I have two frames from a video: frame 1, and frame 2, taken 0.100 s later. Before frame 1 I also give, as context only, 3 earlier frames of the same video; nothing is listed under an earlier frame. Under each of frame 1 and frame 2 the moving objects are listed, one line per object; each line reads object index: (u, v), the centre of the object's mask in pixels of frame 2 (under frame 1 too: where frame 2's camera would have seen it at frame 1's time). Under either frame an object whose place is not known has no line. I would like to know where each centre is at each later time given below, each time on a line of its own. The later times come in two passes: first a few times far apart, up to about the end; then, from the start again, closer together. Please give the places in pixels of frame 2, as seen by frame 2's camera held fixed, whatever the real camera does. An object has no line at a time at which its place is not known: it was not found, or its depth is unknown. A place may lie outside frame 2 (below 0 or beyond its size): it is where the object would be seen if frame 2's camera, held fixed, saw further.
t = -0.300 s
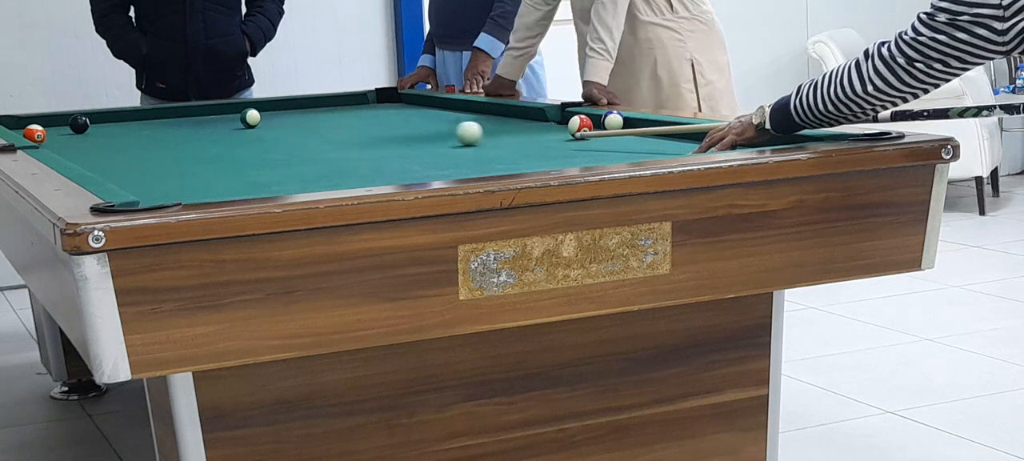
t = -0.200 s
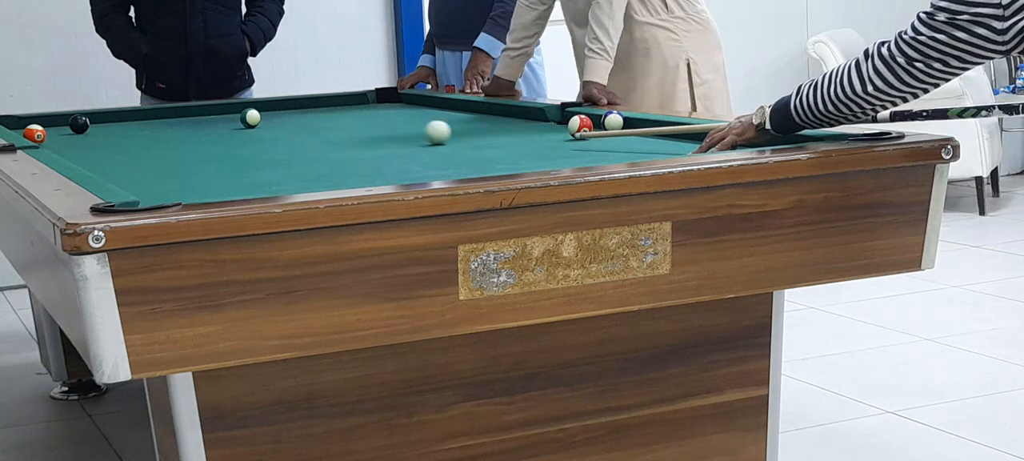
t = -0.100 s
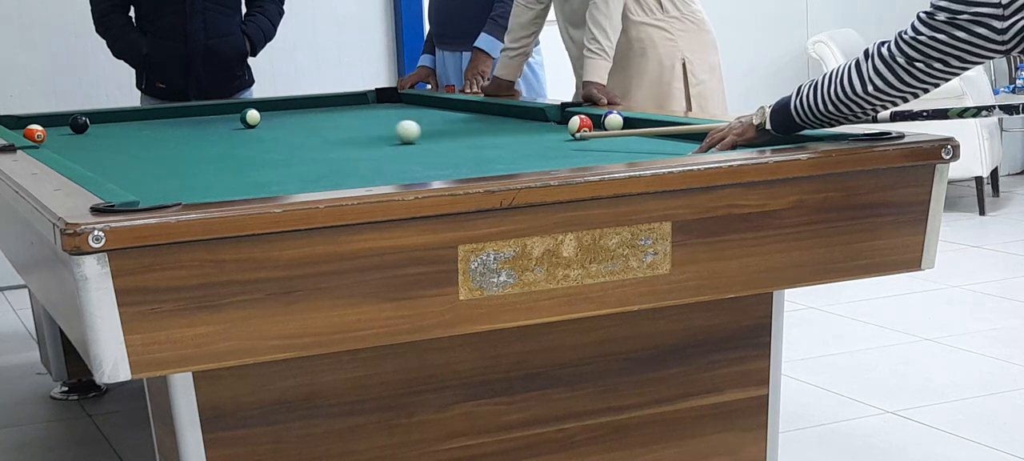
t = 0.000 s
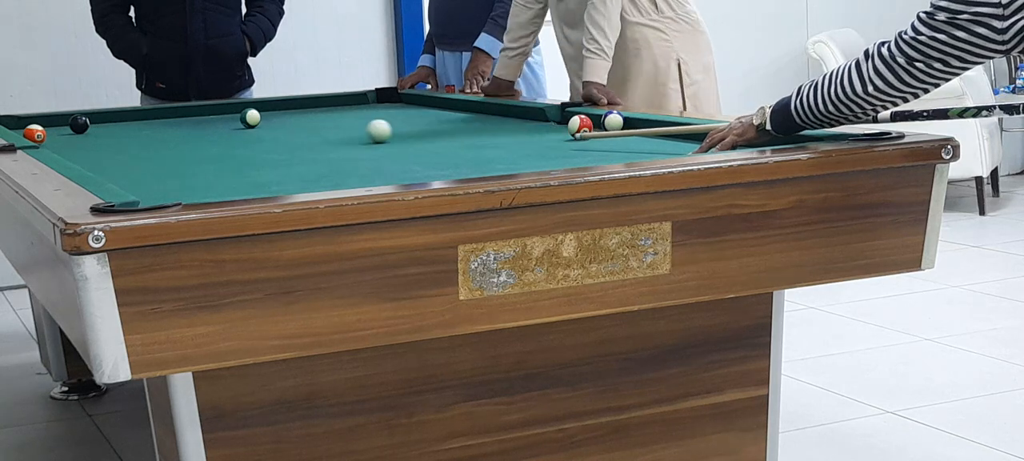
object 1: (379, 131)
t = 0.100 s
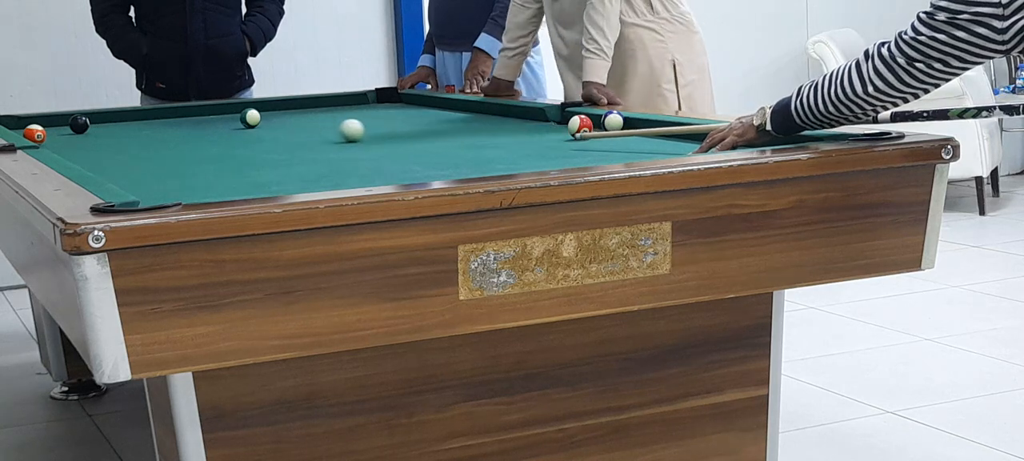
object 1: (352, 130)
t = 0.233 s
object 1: (317, 129)
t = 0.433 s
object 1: (269, 128)
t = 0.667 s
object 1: (217, 126)
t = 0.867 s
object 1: (177, 125)
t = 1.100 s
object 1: (134, 124)
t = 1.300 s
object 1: (101, 123)
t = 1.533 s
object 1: (98, 121)
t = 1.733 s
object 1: (99, 120)
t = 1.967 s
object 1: (100, 119)
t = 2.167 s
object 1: (101, 118)
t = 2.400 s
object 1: (102, 117)
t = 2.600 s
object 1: (103, 116)
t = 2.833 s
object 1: (104, 115)
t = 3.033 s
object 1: (105, 115)
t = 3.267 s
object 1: (108, 115)
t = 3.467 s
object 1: (110, 115)
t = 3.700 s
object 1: (112, 115)
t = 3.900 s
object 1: (111, 115)
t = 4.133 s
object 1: (110, 115)
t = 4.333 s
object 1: (110, 115)
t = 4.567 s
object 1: (111, 115)
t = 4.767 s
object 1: (111, 115)
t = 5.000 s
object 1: (111, 115)
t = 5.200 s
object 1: (111, 115)
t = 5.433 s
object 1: (111, 115)
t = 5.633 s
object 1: (111, 115)
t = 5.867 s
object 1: (111, 115)
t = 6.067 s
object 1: (111, 115)
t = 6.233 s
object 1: (111, 115)
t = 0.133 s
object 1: (343, 130)
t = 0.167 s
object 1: (334, 130)
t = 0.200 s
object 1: (325, 129)
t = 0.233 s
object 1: (317, 129)
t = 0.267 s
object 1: (309, 129)
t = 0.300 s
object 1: (300, 129)
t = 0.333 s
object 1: (292, 128)
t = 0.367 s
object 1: (284, 128)
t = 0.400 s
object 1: (276, 128)
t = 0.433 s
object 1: (269, 128)
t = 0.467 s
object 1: (261, 128)
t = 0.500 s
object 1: (254, 127)
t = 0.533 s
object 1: (246, 127)
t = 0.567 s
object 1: (238, 127)
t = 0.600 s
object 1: (231, 127)
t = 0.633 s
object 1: (224, 126)
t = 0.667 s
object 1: (217, 126)
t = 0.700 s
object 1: (210, 126)
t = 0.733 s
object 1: (203, 126)
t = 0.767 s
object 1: (197, 126)
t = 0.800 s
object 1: (190, 126)
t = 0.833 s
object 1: (184, 125)
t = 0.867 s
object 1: (177, 125)
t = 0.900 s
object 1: (171, 125)
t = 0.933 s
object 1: (164, 125)
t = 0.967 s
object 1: (158, 125)
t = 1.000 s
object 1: (152, 124)
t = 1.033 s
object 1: (146, 124)
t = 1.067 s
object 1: (140, 124)
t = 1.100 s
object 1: (134, 124)
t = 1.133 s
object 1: (128, 124)
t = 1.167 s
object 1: (123, 124)
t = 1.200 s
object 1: (117, 124)
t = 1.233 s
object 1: (111, 123)
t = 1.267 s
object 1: (106, 123)
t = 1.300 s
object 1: (101, 123)
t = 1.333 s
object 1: (97, 123)
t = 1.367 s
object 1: (98, 123)
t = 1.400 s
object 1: (98, 122)
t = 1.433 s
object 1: (98, 122)
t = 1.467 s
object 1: (98, 122)
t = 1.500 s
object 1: (98, 121)
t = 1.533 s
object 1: (98, 121)
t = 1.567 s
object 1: (98, 121)
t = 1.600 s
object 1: (98, 121)
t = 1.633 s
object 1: (98, 121)
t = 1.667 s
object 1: (99, 120)
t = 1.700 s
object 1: (98, 120)
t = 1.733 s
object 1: (99, 120)
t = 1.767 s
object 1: (99, 120)
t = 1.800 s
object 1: (99, 120)
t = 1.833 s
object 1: (99, 119)
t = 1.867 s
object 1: (99, 119)
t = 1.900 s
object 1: (99, 119)
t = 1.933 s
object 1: (100, 119)
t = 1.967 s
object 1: (100, 119)
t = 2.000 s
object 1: (100, 118)
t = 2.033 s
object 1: (100, 118)
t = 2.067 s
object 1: (100, 118)
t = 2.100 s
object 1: (100, 118)
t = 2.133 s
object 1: (101, 118)
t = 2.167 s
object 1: (101, 118)
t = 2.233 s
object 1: (101, 117)
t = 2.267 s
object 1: (101, 117)
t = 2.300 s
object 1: (101, 117)
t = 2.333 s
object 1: (101, 117)
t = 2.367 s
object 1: (101, 117)
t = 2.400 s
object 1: (102, 117)
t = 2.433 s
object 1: (102, 116)
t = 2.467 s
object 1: (102, 116)
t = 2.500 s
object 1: (102, 116)
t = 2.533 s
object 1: (102, 116)
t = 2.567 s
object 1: (102, 116)
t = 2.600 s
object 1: (103, 116)
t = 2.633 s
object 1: (103, 115)
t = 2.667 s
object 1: (103, 115)
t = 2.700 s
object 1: (103, 115)
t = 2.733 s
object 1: (103, 115)
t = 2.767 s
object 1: (103, 115)
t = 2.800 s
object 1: (104, 115)
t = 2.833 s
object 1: (104, 115)
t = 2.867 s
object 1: (104, 115)
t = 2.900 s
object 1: (104, 115)
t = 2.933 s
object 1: (104, 115)
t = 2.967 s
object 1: (105, 115)
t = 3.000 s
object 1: (105, 115)
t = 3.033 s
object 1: (105, 115)
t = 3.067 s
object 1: (106, 115)
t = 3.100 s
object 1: (106, 115)
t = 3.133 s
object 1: (107, 115)
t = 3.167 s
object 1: (107, 115)
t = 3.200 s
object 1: (107, 115)
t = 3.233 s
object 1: (108, 115)
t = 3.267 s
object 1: (108, 115)
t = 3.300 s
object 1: (108, 115)
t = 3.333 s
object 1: (108, 115)
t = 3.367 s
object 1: (109, 115)
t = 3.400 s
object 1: (109, 115)
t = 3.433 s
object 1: (109, 115)
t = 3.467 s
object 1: (110, 115)
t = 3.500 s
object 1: (110, 115)
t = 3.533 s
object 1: (110, 115)
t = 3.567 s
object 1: (110, 115)
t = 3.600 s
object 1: (111, 115)
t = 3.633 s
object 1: (111, 115)
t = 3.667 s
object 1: (111, 115)
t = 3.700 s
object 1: (112, 115)
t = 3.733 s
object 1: (112, 115)
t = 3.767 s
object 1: (112, 115)
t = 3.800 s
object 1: (112, 115)
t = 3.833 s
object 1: (112, 115)
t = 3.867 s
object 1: (111, 115)
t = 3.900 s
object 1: (111, 115)
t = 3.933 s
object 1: (111, 115)
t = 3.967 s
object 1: (111, 115)
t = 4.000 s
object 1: (111, 115)
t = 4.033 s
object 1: (111, 115)
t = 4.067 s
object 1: (111, 115)
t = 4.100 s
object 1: (110, 115)
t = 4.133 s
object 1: (110, 115)
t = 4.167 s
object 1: (110, 115)
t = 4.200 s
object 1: (110, 115)
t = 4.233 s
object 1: (110, 115)
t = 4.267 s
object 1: (110, 115)
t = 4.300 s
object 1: (110, 115)
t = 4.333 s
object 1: (110, 115)
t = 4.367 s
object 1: (110, 115)
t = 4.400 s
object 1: (110, 115)
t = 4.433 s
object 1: (110, 115)
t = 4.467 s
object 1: (111, 115)
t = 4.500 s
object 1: (111, 115)
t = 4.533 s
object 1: (111, 115)
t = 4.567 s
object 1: (111, 115)
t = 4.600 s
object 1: (111, 115)
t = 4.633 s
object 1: (111, 115)
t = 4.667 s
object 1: (111, 115)
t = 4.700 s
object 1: (111, 115)
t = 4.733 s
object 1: (111, 115)
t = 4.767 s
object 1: (111, 115)
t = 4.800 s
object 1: (111, 115)
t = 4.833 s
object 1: (111, 115)
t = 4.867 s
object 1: (111, 115)
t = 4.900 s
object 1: (111, 115)
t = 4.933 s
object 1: (111, 115)
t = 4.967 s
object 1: (111, 115)
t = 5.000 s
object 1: (111, 115)
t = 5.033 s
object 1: (111, 115)
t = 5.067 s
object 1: (111, 115)
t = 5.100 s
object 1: (111, 115)
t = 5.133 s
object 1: (111, 115)
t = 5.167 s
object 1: (111, 115)
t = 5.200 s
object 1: (111, 115)
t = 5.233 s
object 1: (111, 115)
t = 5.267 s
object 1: (111, 115)
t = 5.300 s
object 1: (111, 115)
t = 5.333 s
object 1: (111, 115)
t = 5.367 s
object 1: (111, 115)
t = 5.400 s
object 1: (111, 115)
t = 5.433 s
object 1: (111, 115)
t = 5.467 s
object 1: (111, 115)
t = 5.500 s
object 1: (111, 115)
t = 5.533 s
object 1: (111, 115)
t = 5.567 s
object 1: (111, 115)
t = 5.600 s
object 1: (111, 115)
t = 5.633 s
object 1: (111, 115)
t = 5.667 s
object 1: (111, 115)
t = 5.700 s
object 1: (111, 115)
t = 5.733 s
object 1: (111, 115)
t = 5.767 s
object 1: (111, 115)
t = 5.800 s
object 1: (111, 115)
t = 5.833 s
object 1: (111, 115)
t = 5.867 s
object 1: (111, 115)
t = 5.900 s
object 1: (111, 115)
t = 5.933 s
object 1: (111, 115)
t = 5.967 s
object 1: (111, 115)
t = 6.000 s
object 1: (111, 115)
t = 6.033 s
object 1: (111, 115)
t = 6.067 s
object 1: (111, 115)
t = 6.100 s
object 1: (111, 115)
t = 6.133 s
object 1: (111, 115)
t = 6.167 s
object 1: (111, 115)
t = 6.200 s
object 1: (111, 115)
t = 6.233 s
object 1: (111, 115)
